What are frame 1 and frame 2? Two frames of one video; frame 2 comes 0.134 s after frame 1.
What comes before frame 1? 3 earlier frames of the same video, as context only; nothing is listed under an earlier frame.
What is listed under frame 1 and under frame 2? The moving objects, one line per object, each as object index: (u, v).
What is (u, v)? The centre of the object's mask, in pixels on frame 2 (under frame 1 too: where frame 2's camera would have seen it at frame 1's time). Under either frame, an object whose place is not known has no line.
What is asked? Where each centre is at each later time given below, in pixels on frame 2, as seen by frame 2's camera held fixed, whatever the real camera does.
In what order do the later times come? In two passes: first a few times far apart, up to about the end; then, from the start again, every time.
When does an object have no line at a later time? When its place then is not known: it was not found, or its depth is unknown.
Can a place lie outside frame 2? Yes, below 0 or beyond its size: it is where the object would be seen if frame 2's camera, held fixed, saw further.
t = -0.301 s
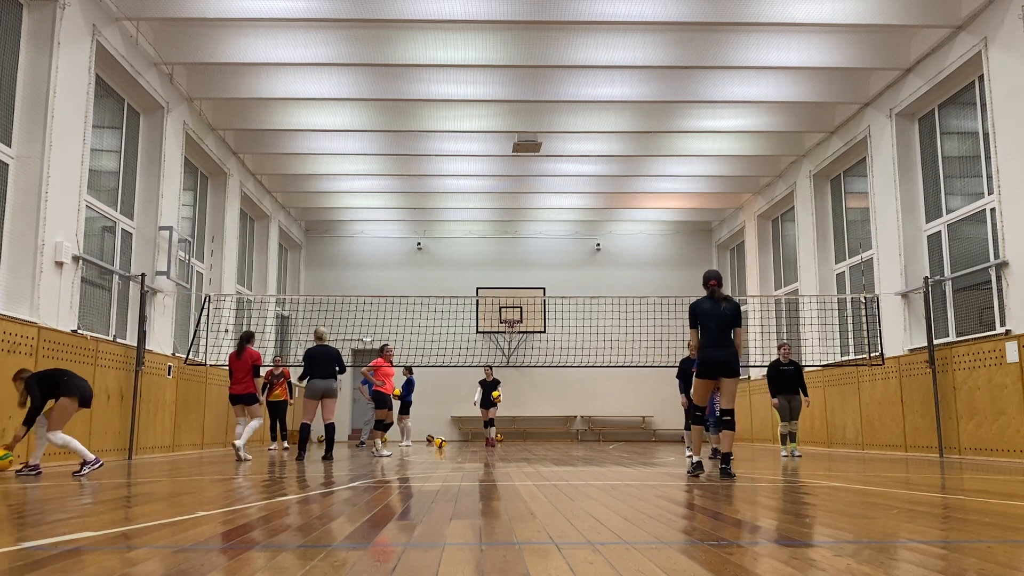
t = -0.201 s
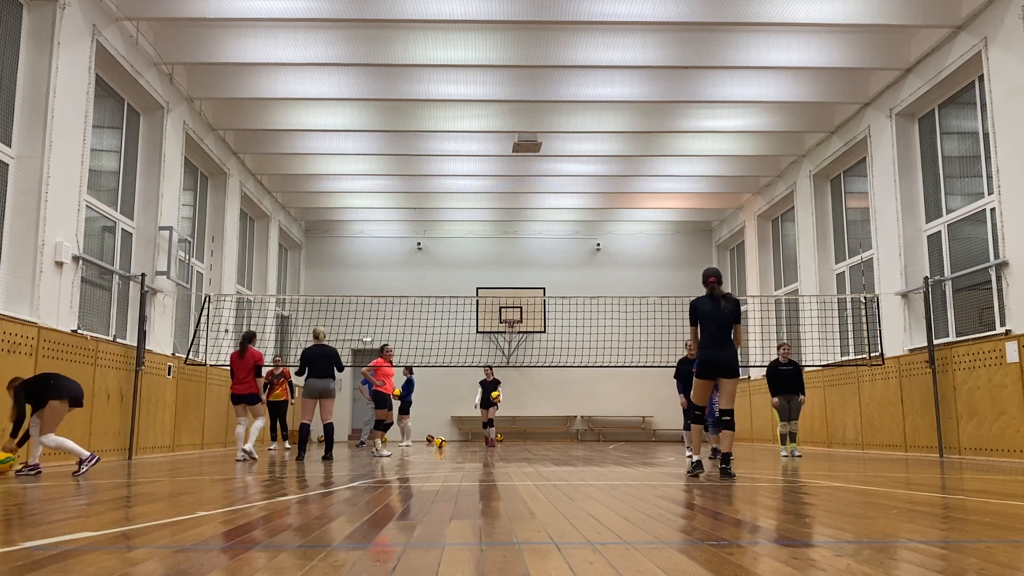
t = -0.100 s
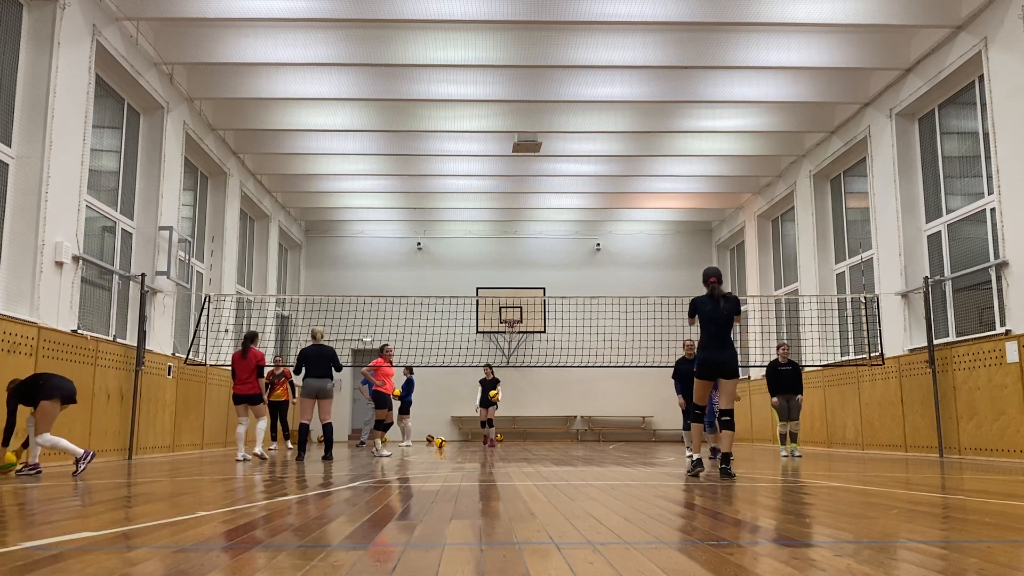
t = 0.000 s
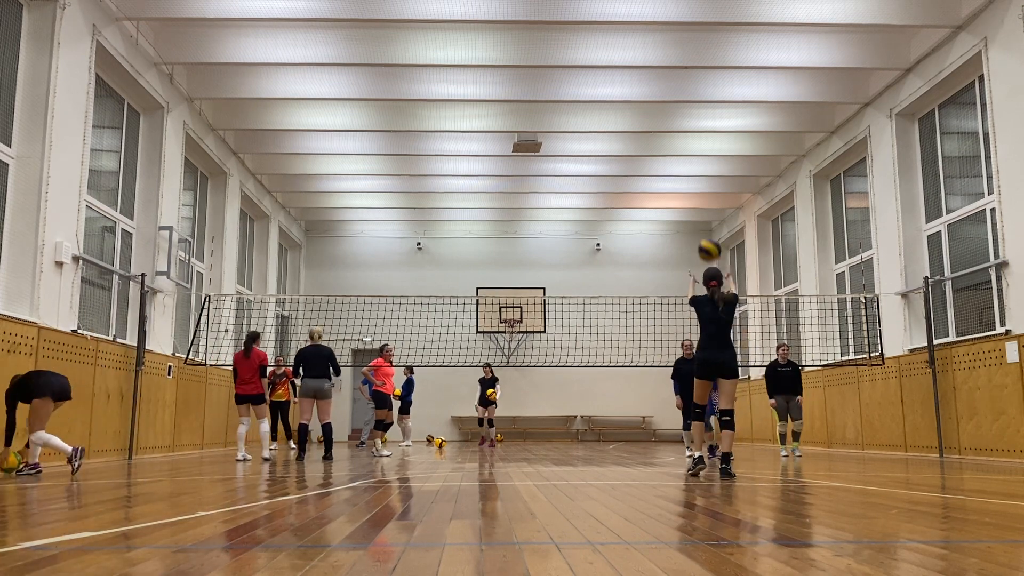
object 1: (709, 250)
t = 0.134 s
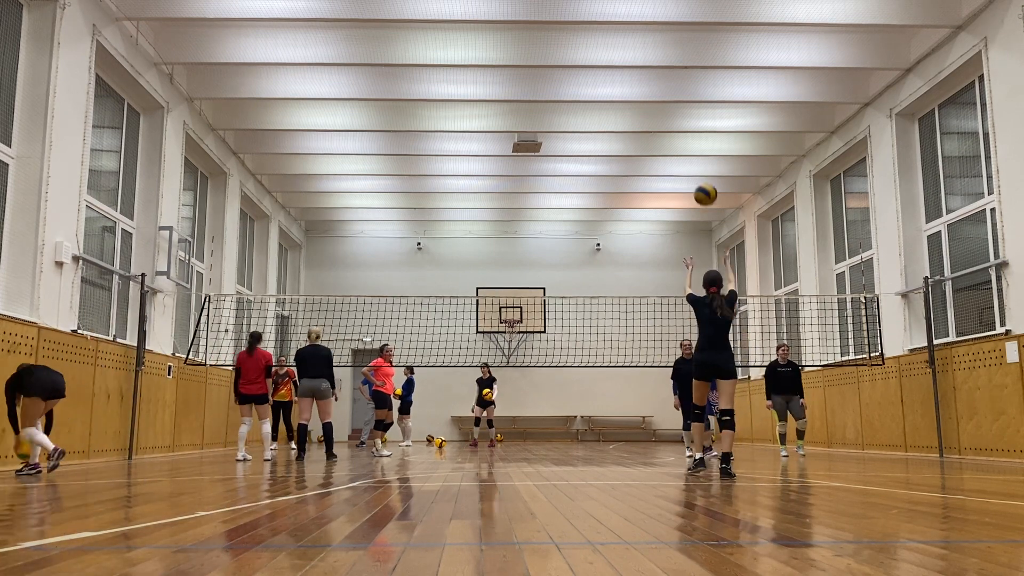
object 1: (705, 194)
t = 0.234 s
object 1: (703, 166)
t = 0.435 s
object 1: (698, 141)
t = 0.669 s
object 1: (694, 161)
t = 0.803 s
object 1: (692, 197)
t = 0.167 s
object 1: (704, 184)
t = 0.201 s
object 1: (703, 174)
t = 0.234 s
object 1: (703, 166)
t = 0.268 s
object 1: (702, 159)
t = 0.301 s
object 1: (701, 153)
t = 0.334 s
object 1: (700, 148)
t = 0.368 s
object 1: (699, 145)
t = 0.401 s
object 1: (698, 142)
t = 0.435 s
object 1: (698, 141)
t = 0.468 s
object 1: (697, 141)
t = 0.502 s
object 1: (696, 141)
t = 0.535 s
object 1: (696, 143)
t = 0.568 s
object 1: (695, 146)
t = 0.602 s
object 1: (695, 150)
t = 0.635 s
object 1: (694, 155)
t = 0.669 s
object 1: (694, 161)
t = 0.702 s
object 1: (693, 169)
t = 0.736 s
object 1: (693, 177)
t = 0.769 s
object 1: (693, 186)
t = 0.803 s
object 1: (692, 197)
